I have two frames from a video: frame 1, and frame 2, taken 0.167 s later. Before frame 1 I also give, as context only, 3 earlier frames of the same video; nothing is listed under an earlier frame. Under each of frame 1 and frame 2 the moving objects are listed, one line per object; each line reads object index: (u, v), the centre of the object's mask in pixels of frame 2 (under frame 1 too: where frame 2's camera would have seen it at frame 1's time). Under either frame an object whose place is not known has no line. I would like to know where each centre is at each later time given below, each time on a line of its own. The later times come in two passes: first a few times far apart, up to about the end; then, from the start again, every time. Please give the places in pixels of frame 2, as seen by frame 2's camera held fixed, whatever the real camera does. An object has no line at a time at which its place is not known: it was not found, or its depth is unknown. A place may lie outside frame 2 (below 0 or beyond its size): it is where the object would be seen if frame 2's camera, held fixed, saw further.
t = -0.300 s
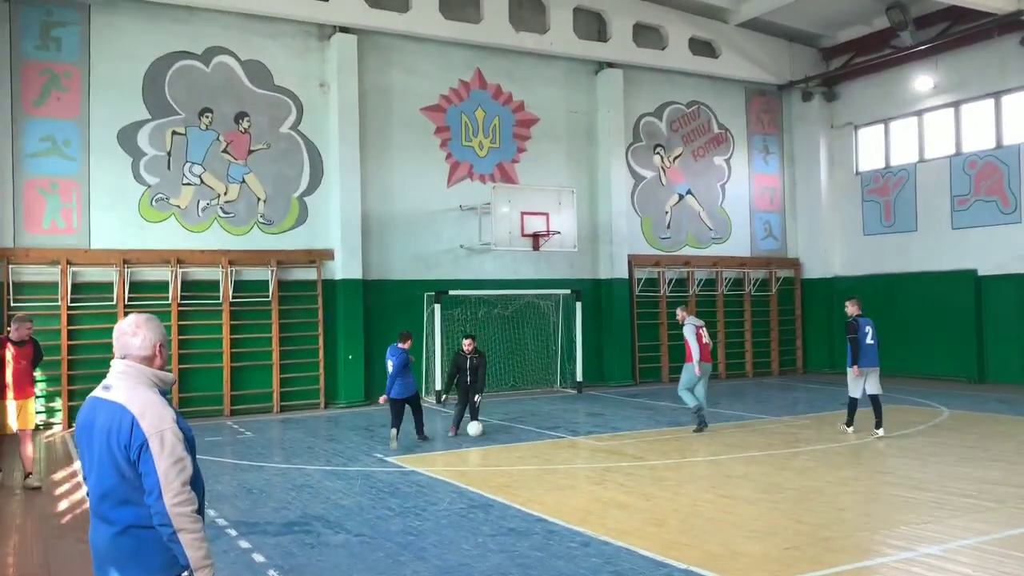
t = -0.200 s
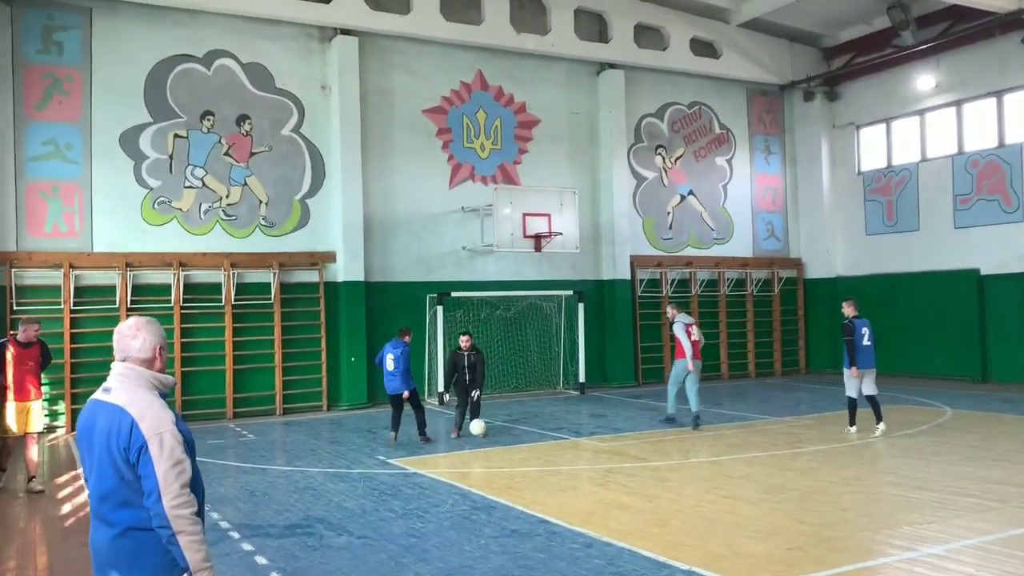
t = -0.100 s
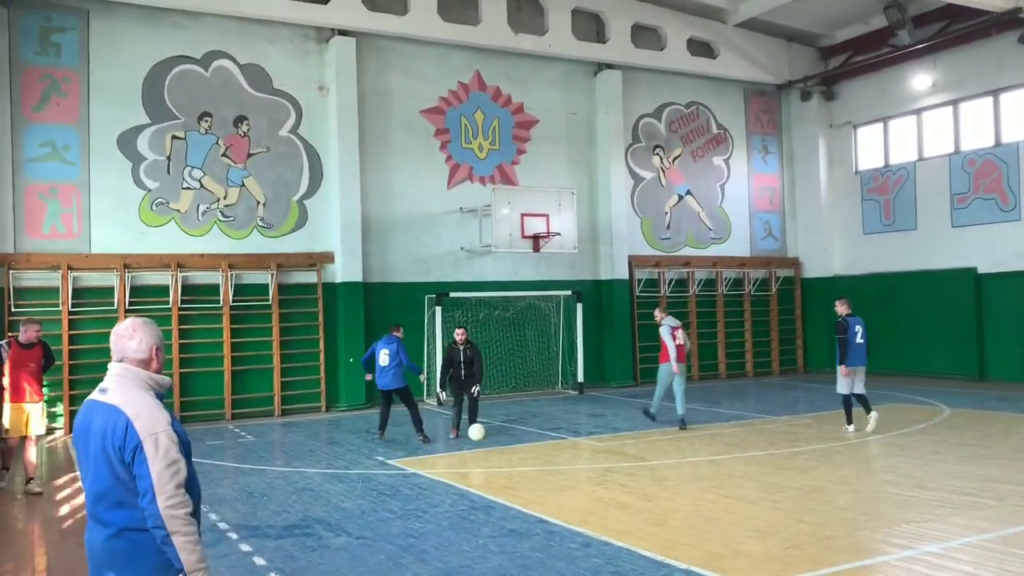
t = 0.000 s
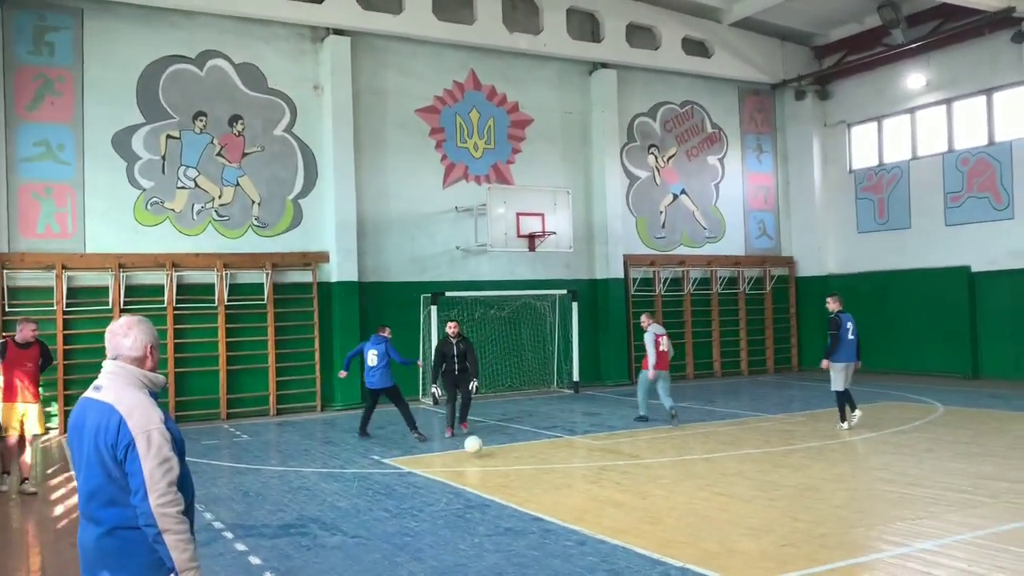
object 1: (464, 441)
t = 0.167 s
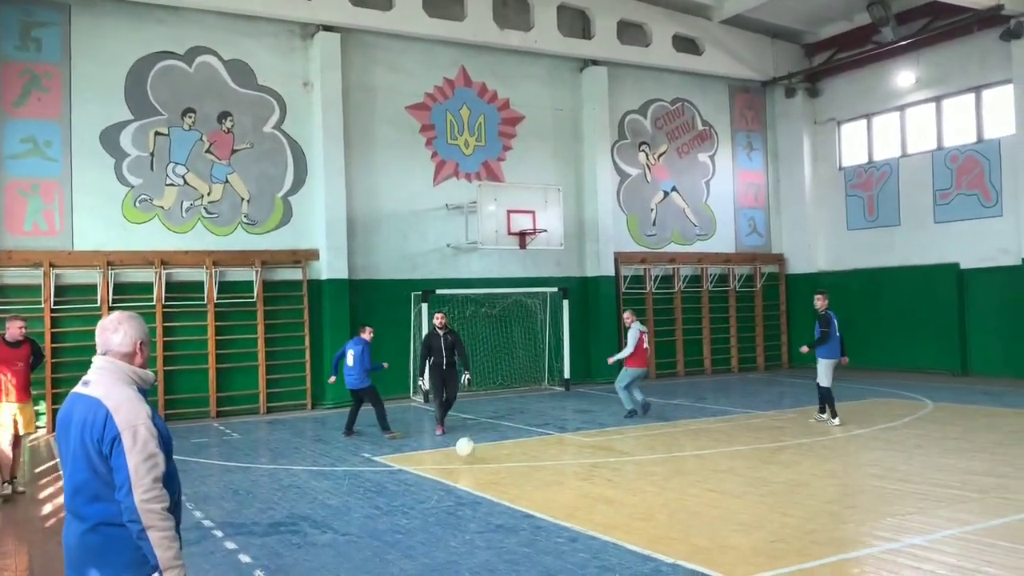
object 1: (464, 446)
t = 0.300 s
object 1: (466, 462)
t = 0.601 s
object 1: (468, 487)
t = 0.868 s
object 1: (470, 513)
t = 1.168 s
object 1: (473, 552)
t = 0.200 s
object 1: (465, 448)
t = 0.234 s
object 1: (465, 451)
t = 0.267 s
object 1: (465, 455)
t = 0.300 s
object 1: (466, 462)
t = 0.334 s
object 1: (467, 466)
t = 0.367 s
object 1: (466, 465)
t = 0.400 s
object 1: (466, 467)
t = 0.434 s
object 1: (466, 469)
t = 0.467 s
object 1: (467, 474)
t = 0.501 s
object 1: (466, 478)
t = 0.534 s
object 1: (467, 480)
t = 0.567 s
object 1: (467, 483)
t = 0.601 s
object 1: (468, 487)
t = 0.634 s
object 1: (468, 490)
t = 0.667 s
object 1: (468, 493)
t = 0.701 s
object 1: (469, 496)
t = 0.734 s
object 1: (469, 499)
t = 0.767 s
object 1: (469, 503)
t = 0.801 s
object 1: (469, 506)
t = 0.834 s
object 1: (469, 510)
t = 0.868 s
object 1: (470, 513)
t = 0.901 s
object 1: (470, 517)
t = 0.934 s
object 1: (470, 522)
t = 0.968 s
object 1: (471, 526)
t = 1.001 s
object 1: (471, 529)
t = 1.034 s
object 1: (471, 534)
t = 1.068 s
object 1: (472, 538)
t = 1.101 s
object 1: (472, 543)
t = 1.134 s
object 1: (473, 548)
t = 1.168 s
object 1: (473, 552)
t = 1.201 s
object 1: (474, 557)
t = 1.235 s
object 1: (474, 560)
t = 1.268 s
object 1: (475, 563)
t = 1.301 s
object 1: (477, 565)
